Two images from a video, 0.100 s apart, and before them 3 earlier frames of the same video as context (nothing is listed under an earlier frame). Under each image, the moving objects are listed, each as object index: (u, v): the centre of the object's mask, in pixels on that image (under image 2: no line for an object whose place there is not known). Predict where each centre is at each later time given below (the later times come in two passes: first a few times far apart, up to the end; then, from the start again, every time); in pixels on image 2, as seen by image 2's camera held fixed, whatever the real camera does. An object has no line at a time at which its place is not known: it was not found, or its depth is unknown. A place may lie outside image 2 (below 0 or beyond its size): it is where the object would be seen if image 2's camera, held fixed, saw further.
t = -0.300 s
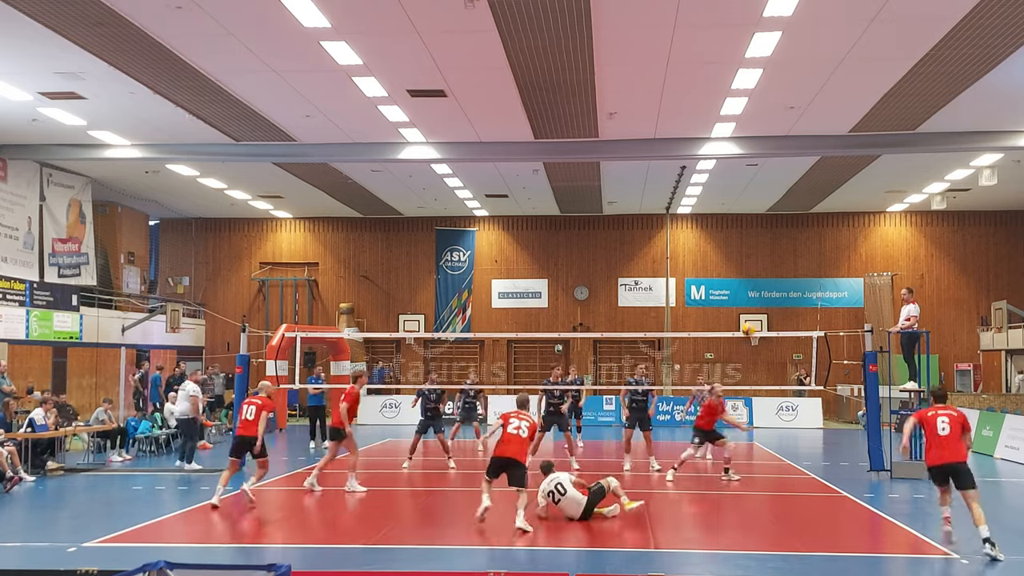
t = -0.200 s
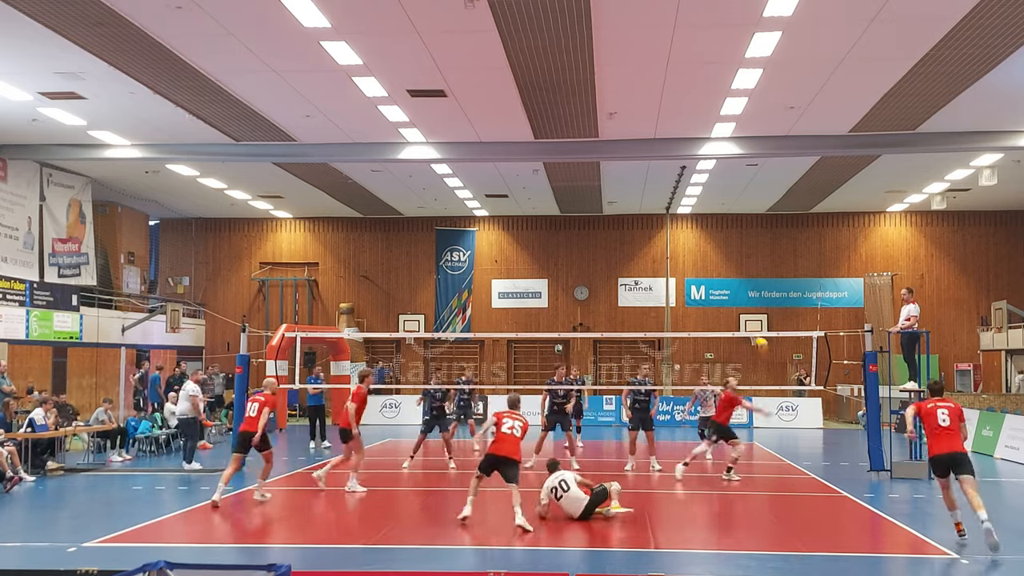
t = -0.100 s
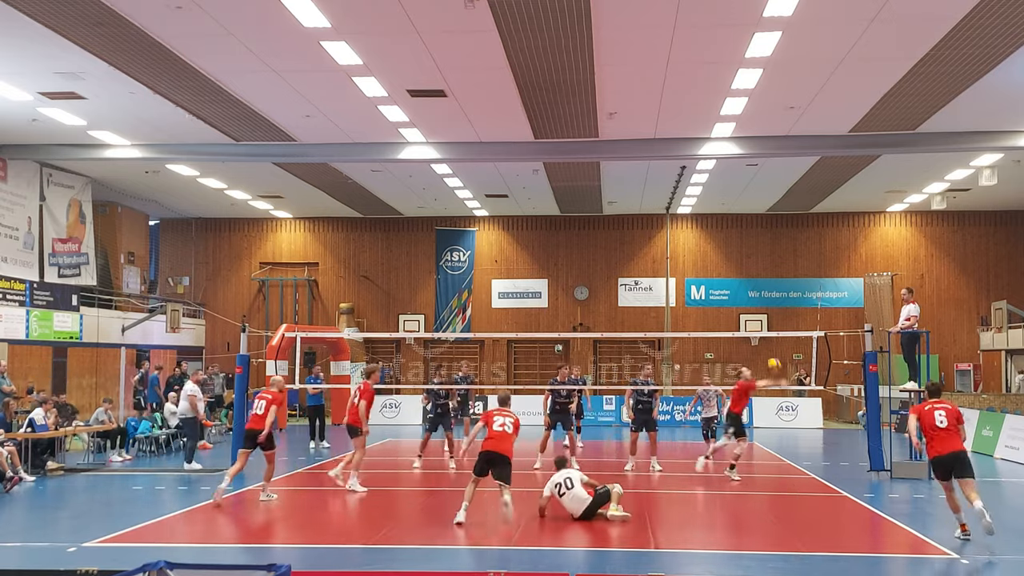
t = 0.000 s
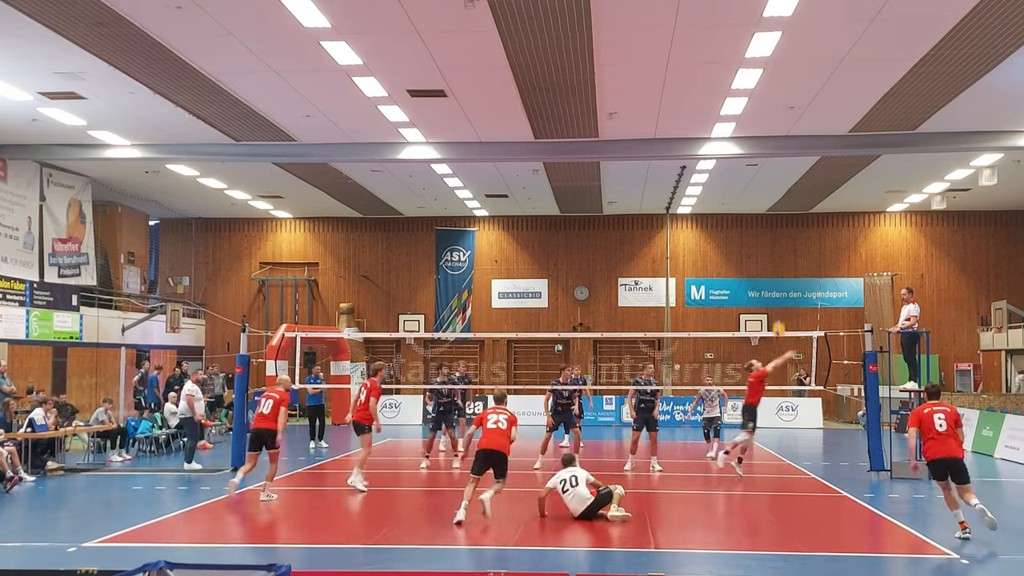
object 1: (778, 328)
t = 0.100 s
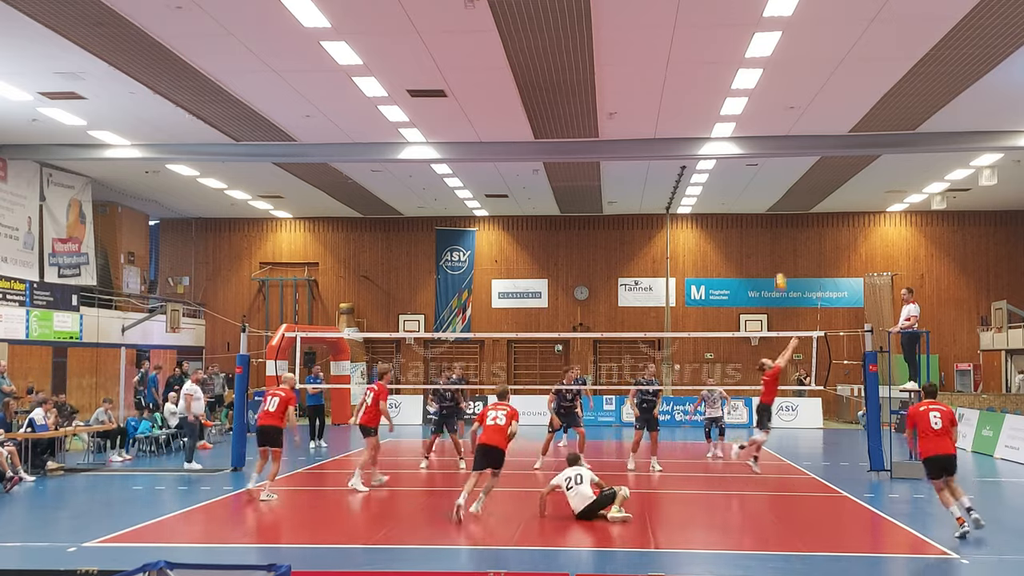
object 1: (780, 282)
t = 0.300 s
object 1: (784, 206)
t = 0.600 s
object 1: (789, 140)
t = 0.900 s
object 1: (794, 131)
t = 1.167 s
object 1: (798, 169)
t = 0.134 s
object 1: (781, 267)
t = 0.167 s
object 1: (781, 253)
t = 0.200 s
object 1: (782, 241)
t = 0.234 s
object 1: (783, 229)
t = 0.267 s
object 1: (783, 218)
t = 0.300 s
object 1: (784, 206)
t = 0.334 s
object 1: (785, 196)
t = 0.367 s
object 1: (786, 186)
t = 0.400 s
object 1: (786, 178)
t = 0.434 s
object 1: (786, 170)
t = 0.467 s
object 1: (786, 163)
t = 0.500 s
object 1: (787, 156)
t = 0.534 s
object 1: (788, 150)
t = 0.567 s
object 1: (788, 145)
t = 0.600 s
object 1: (789, 140)
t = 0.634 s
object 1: (789, 137)
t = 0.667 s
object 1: (789, 134)
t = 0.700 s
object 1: (790, 131)
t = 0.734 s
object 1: (791, 130)
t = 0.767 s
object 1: (791, 129)
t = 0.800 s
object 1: (792, 129)
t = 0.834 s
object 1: (792, 129)
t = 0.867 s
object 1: (793, 129)
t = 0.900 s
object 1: (794, 131)
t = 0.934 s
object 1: (794, 133)
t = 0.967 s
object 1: (794, 136)
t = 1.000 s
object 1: (795, 140)
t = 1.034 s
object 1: (795, 144)
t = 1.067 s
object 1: (796, 149)
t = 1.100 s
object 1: (797, 155)
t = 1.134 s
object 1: (798, 162)
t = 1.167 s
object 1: (798, 169)
